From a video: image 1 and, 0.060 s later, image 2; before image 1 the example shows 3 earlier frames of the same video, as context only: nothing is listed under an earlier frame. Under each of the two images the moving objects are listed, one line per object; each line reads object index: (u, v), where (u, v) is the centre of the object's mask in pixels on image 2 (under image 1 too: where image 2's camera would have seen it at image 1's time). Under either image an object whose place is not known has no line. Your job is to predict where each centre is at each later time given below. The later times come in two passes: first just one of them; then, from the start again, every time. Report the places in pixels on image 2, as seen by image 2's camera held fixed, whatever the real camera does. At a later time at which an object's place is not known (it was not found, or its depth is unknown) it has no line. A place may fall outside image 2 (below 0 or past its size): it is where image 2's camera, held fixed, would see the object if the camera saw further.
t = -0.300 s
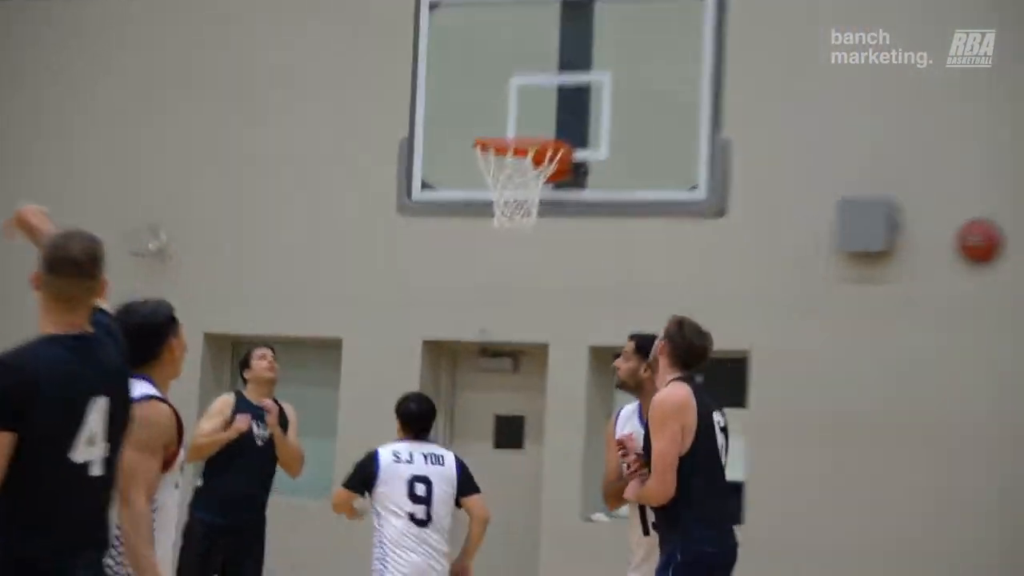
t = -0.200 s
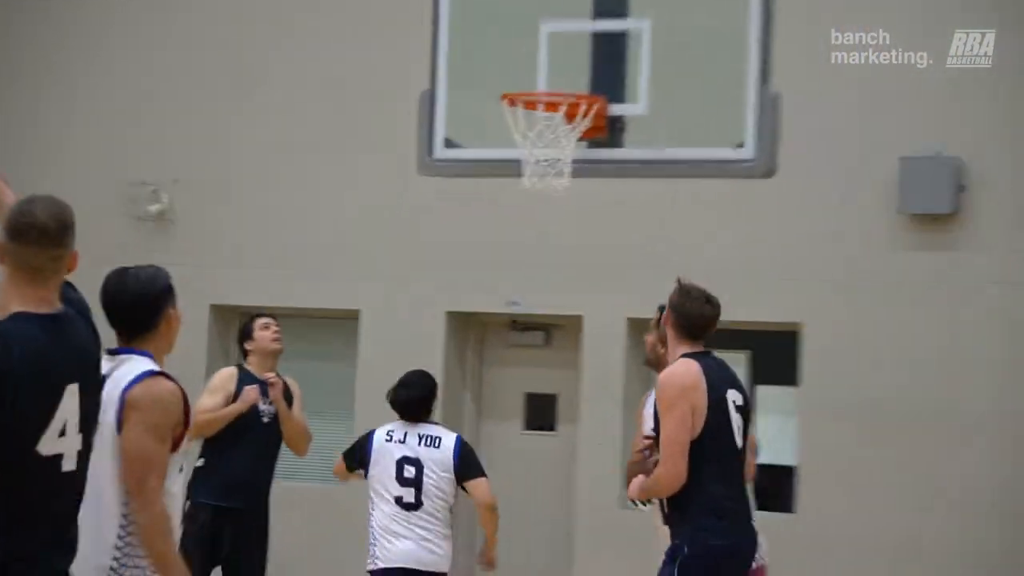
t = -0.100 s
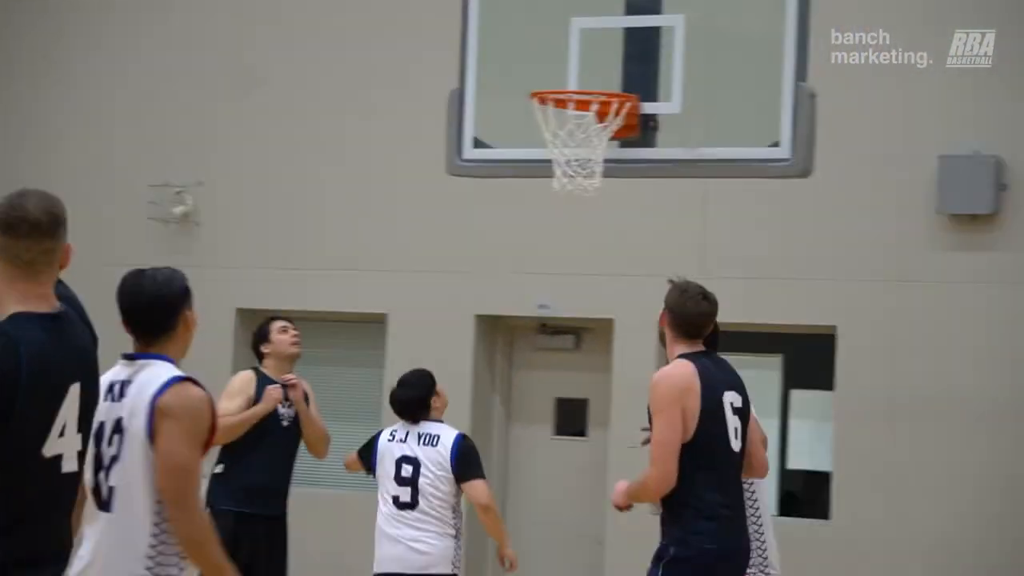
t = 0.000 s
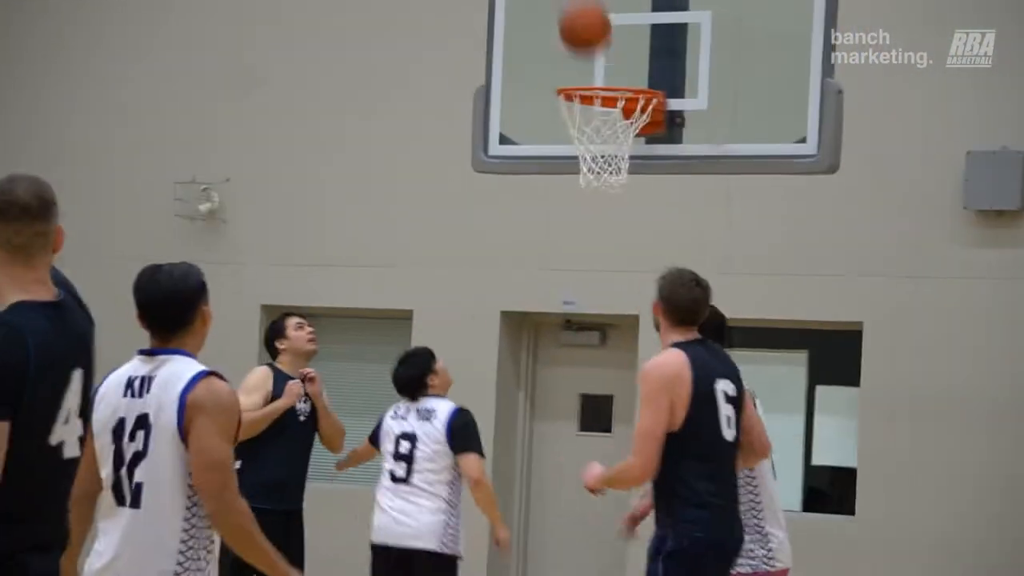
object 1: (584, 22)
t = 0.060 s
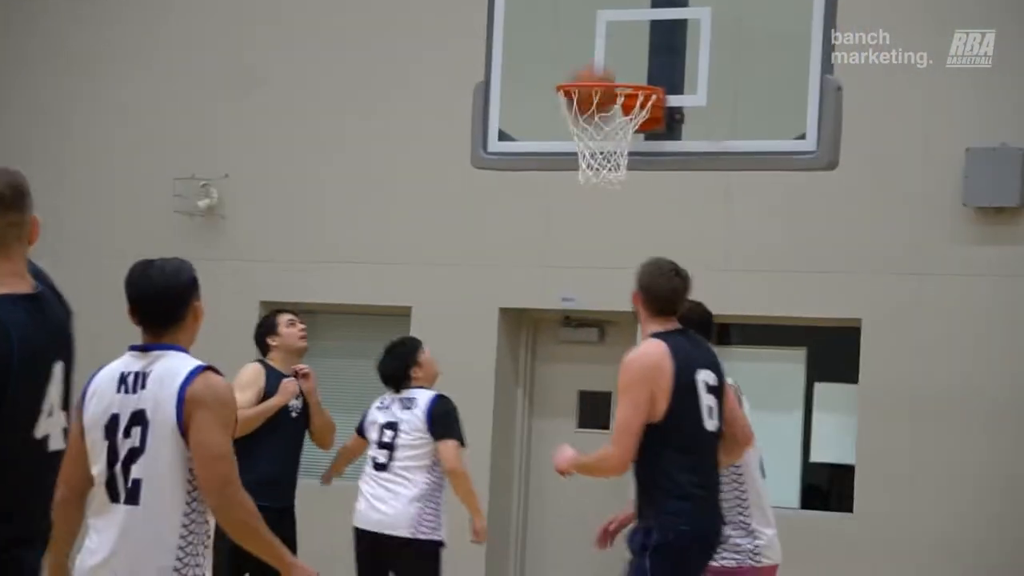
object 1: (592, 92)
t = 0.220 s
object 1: (651, 230)
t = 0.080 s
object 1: (595, 112)
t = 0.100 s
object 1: (603, 133)
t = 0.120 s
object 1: (612, 145)
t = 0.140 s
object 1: (621, 172)
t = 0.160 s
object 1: (629, 180)
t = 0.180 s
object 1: (636, 195)
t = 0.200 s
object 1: (643, 211)
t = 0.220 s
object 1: (651, 230)
